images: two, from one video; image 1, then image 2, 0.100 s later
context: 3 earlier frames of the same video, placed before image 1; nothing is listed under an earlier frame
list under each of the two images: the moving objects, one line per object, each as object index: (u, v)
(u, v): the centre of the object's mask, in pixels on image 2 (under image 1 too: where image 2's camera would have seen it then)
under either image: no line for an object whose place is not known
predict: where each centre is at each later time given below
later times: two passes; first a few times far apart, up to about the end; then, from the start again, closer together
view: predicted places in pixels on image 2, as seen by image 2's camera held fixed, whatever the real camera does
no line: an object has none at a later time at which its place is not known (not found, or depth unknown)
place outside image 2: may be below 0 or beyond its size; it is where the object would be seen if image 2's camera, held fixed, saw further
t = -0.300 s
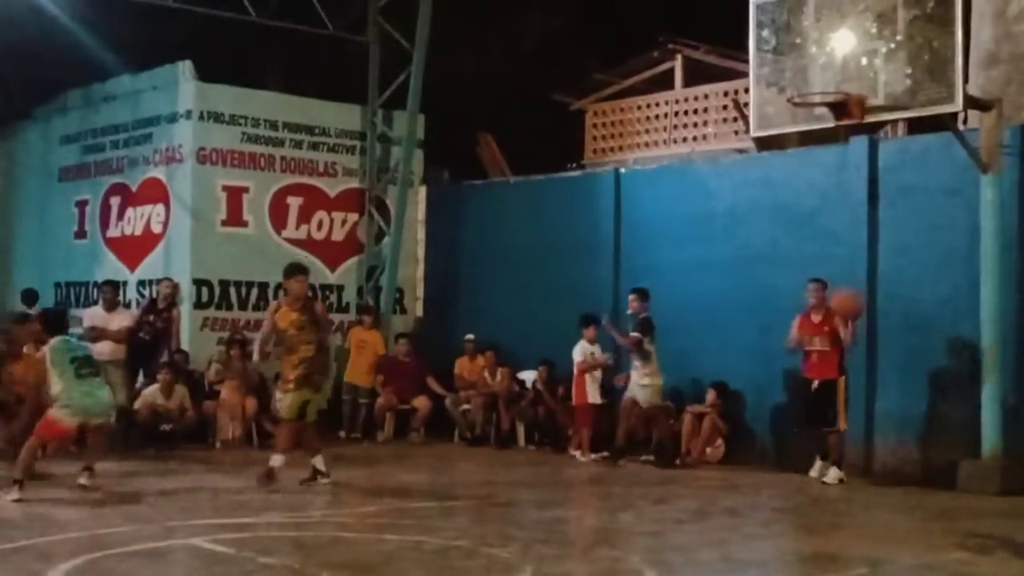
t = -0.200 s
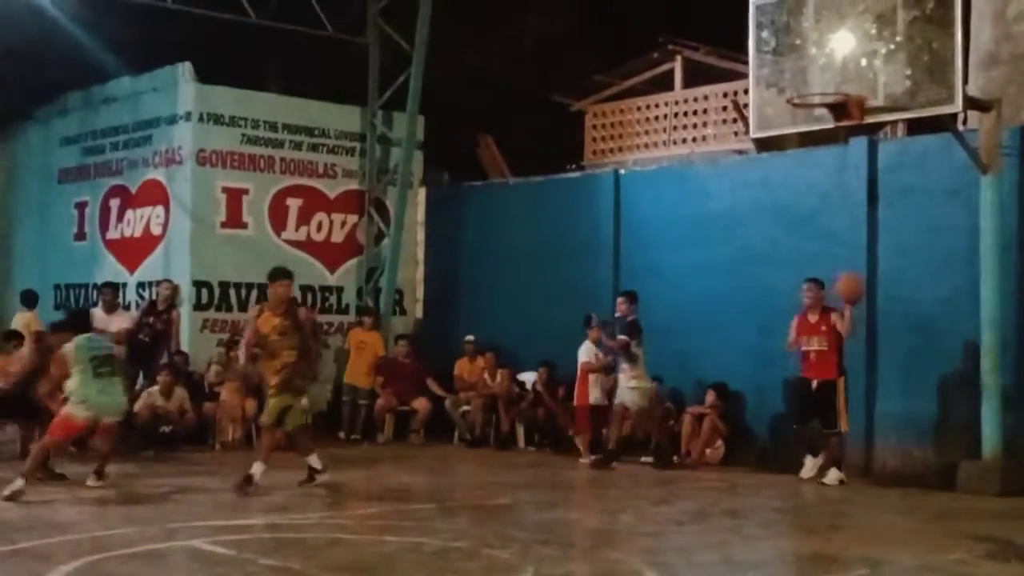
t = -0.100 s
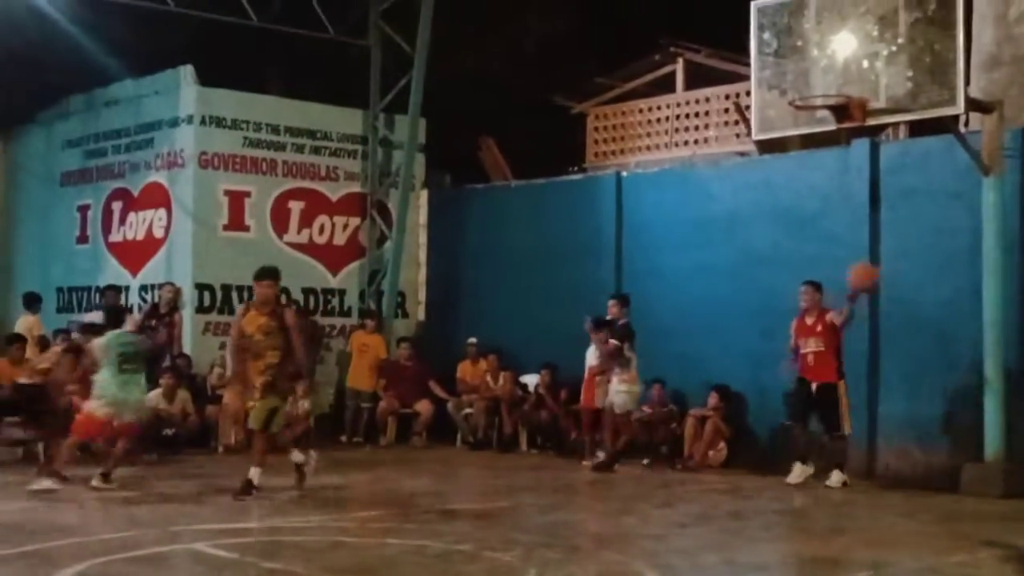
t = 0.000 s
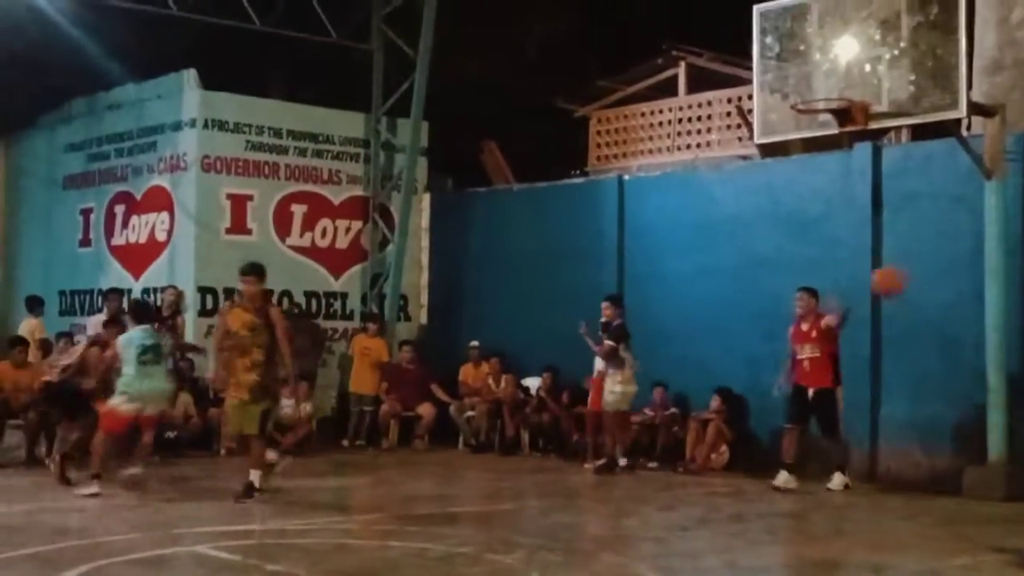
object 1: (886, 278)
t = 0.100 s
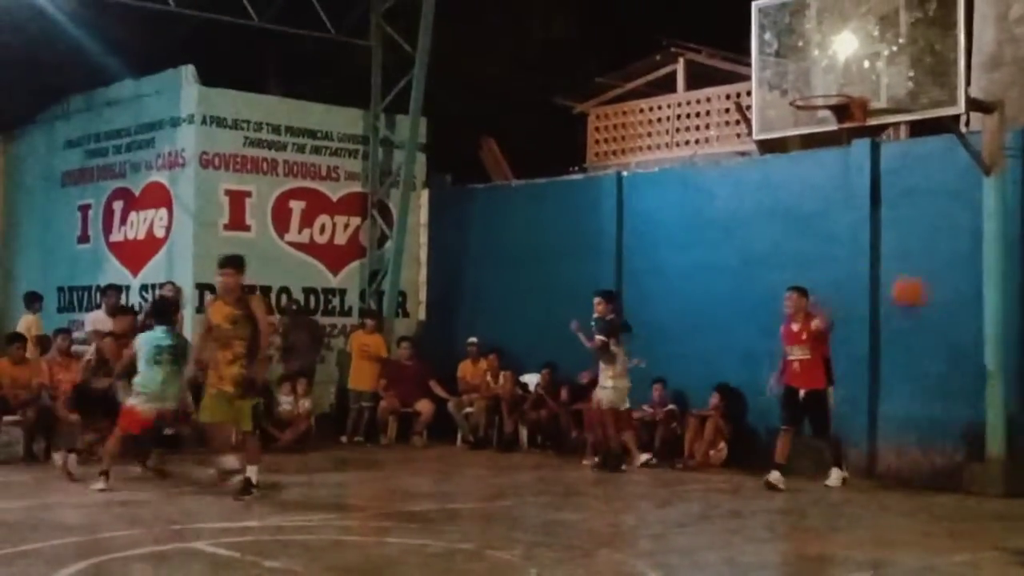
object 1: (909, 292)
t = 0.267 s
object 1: (954, 354)
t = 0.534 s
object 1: (1041, 511)
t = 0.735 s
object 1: (1079, 386)
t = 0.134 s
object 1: (917, 300)
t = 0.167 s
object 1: (926, 310)
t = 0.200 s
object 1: (934, 323)
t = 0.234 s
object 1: (944, 337)
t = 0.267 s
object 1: (954, 354)
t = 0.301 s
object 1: (965, 374)
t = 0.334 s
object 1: (974, 399)
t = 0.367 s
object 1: (987, 428)
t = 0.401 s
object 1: (998, 455)
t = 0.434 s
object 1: (1008, 485)
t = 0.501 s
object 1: (1032, 535)
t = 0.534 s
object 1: (1041, 511)
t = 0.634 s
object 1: (1059, 445)
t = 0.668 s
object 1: (1066, 421)
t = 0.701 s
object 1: (1072, 403)
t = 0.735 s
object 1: (1079, 386)
